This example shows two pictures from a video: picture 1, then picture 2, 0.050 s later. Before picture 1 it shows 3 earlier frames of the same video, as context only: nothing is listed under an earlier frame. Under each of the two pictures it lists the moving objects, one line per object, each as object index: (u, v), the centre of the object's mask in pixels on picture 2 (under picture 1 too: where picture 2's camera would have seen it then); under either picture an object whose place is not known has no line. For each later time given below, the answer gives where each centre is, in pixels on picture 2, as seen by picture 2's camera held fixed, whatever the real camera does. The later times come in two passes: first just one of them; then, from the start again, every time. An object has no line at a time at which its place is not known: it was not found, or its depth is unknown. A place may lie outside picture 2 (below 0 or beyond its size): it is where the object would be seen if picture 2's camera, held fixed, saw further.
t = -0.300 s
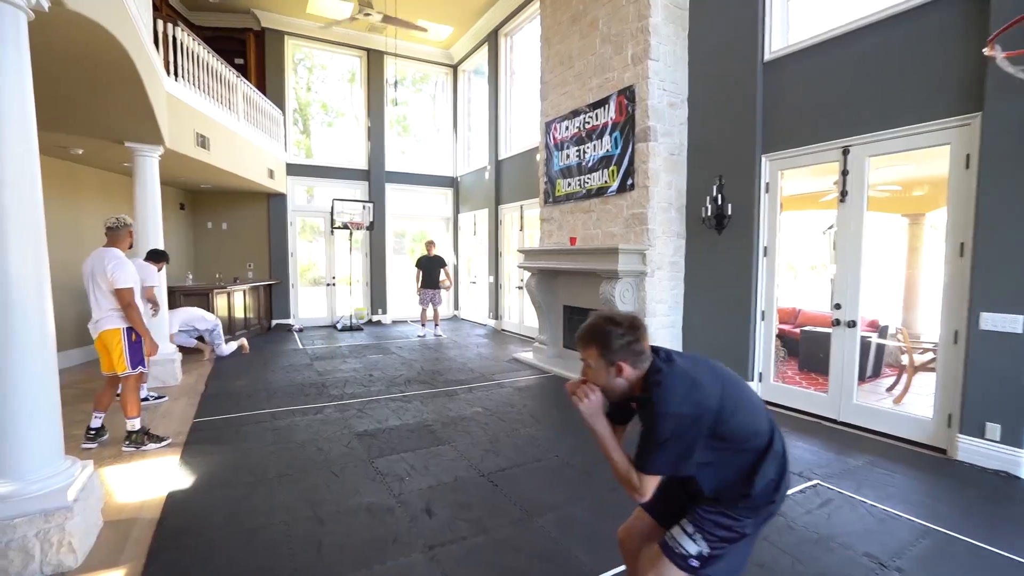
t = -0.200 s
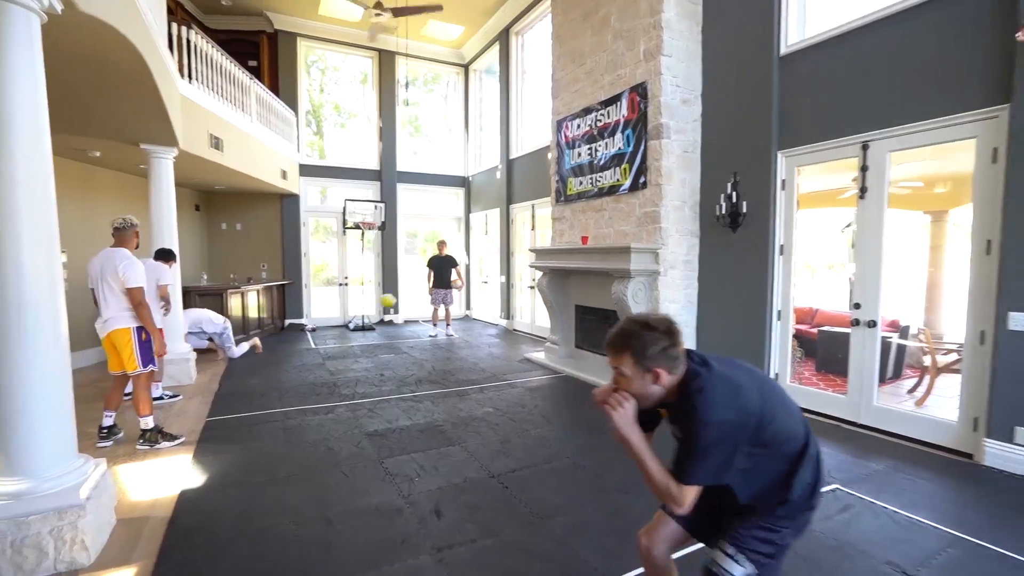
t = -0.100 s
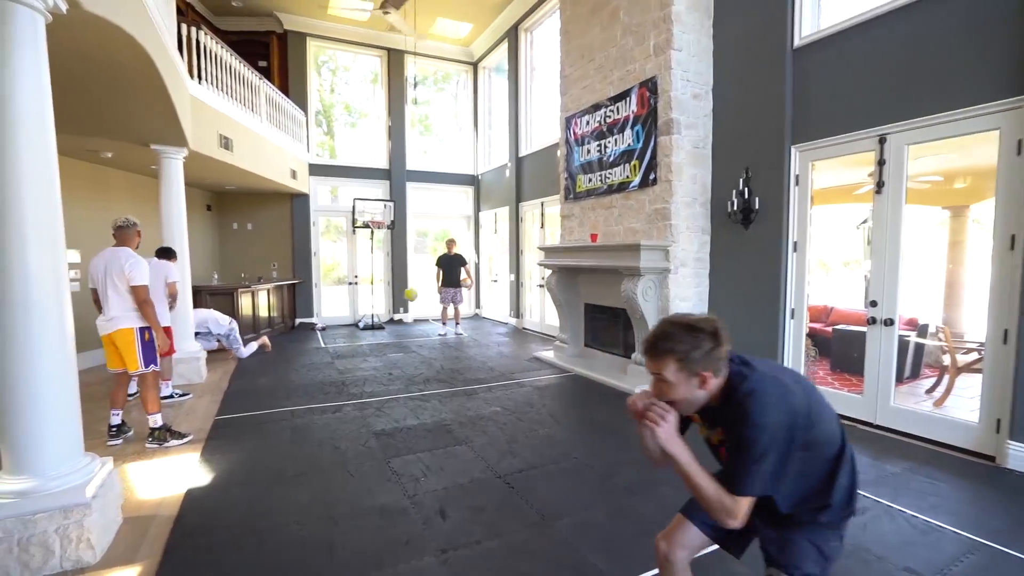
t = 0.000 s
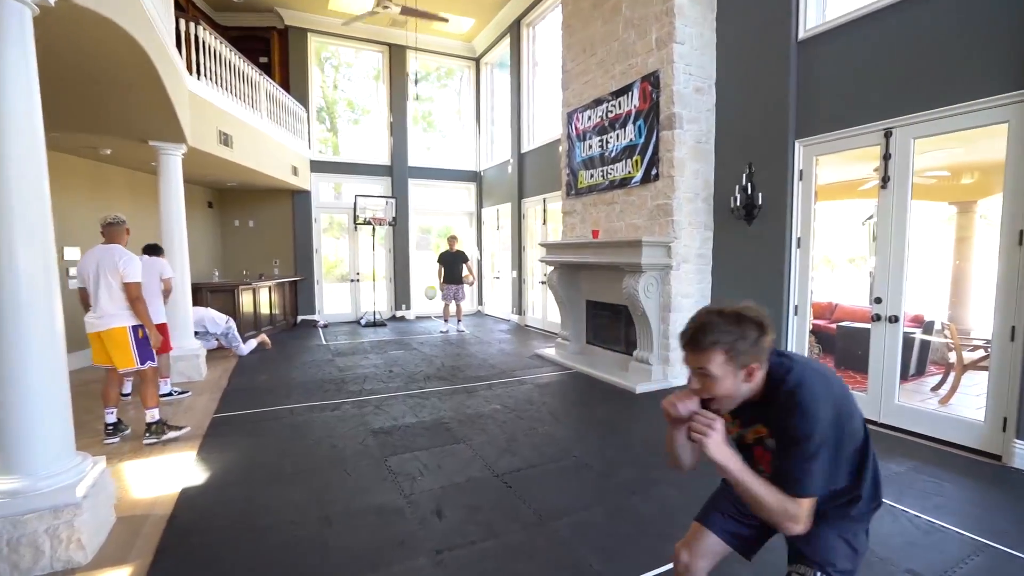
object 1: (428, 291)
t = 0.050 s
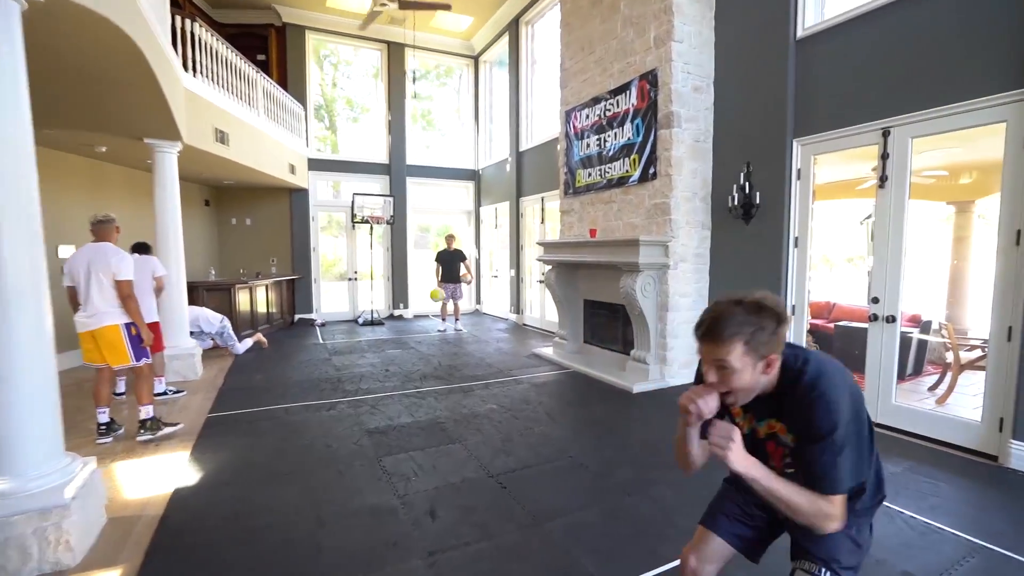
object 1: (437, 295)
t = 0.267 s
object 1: (478, 332)
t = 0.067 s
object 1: (441, 297)
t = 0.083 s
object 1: (443, 299)
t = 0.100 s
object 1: (446, 300)
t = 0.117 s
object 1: (449, 302)
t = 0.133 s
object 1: (452, 306)
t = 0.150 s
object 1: (455, 308)
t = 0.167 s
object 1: (458, 311)
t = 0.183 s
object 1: (460, 314)
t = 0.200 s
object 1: (465, 318)
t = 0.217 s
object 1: (467, 321)
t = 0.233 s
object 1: (471, 325)
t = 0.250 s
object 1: (475, 329)
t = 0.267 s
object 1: (478, 332)
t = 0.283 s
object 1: (482, 338)
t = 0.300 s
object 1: (484, 343)
